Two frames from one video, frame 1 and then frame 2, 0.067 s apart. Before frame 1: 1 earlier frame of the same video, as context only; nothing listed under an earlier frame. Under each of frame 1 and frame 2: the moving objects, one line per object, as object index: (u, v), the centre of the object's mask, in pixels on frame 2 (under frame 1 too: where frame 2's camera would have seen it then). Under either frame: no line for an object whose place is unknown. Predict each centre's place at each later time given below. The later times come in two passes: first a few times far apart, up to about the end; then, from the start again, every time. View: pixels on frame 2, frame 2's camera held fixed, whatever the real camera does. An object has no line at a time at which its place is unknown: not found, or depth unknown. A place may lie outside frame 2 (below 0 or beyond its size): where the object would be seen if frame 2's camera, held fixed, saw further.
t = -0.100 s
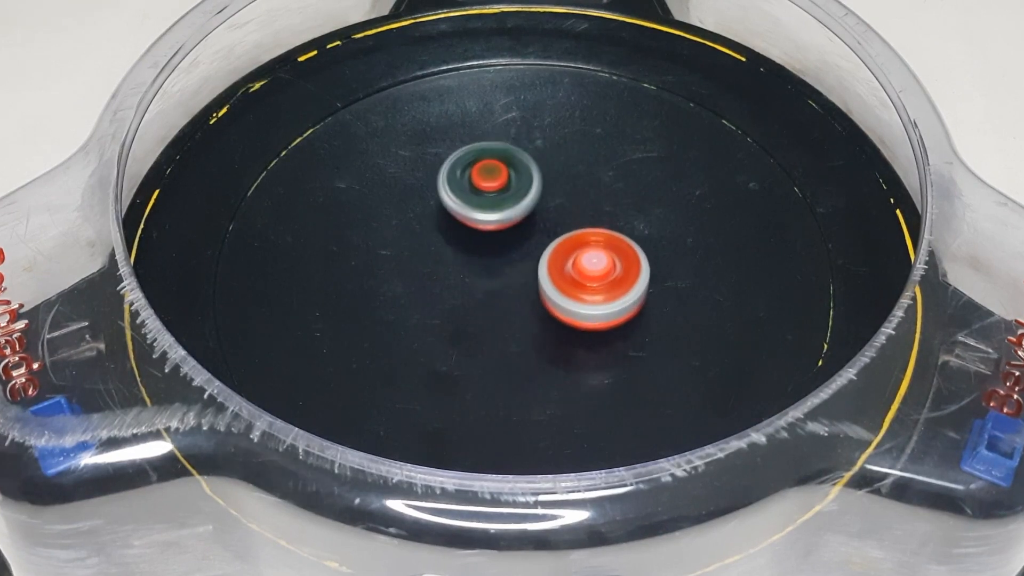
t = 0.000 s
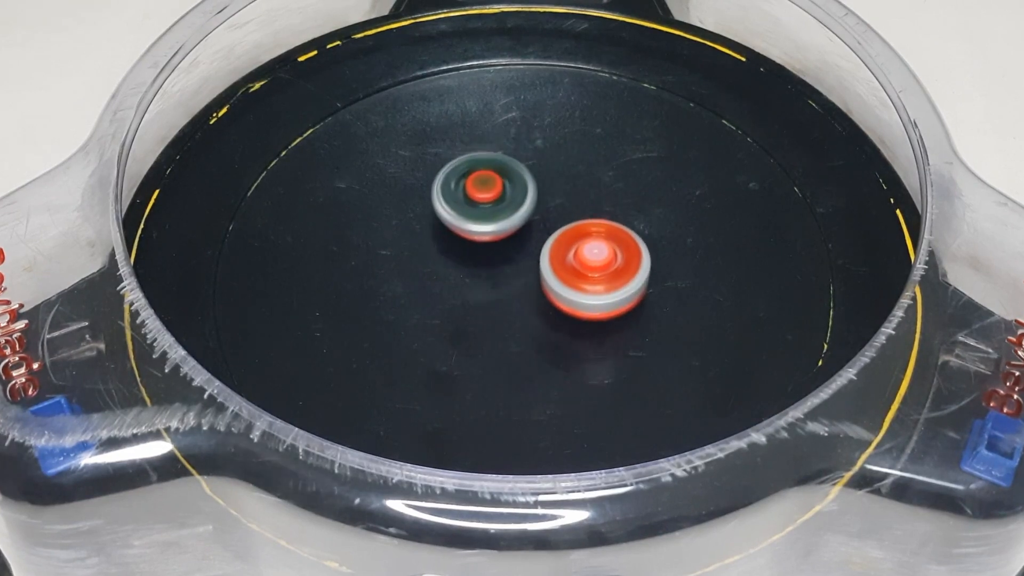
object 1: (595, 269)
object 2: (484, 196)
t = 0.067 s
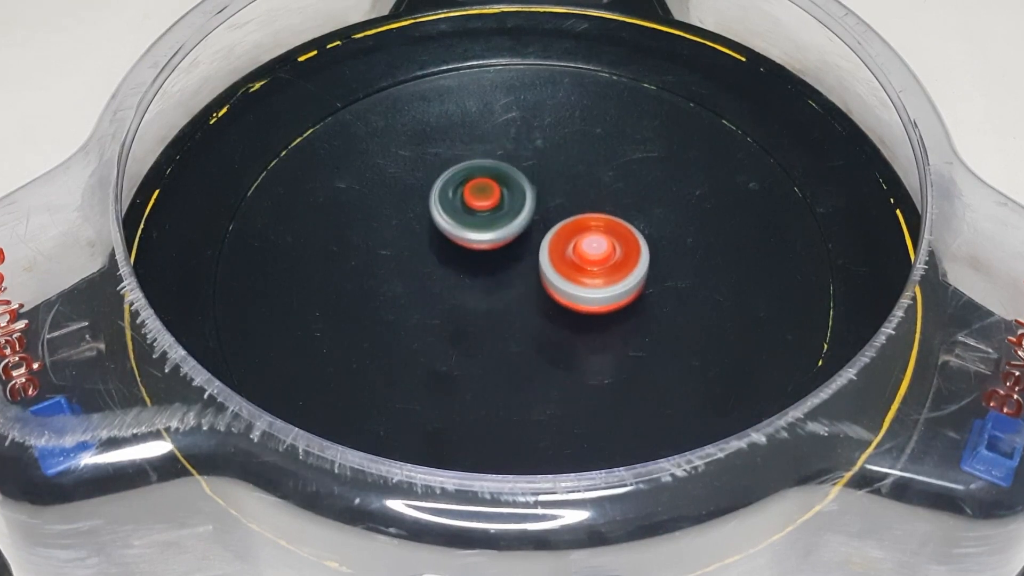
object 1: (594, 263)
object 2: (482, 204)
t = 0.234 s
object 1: (615, 256)
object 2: (451, 211)
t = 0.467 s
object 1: (661, 240)
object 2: (389, 219)
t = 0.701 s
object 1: (635, 222)
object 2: (448, 267)
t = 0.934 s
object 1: (596, 221)
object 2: (486, 280)
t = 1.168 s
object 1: (572, 217)
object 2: (503, 294)
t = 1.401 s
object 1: (577, 151)
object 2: (475, 381)
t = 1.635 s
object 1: (516, 153)
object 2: (536, 360)
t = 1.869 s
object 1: (482, 183)
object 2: (580, 274)
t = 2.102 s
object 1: (440, 196)
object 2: (604, 284)
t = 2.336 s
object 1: (414, 234)
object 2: (635, 284)
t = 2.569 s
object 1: (439, 279)
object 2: (612, 252)
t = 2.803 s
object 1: (493, 301)
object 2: (576, 231)
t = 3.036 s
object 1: (540, 317)
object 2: (551, 197)
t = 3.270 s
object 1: (580, 307)
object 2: (515, 193)
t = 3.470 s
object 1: (594, 290)
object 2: (496, 199)
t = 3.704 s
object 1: (593, 270)
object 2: (488, 210)
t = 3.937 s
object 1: (591, 258)
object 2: (474, 215)
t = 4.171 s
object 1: (622, 252)
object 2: (432, 218)
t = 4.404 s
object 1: (642, 242)
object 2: (401, 236)
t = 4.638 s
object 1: (623, 235)
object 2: (445, 267)
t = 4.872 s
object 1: (589, 237)
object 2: (485, 276)
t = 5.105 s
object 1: (626, 203)
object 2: (401, 313)
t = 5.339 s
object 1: (590, 198)
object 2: (472, 314)
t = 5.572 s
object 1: (548, 210)
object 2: (523, 298)
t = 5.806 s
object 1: (525, 133)
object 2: (519, 416)
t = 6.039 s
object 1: (465, 152)
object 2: (582, 361)
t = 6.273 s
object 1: (452, 190)
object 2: (583, 263)
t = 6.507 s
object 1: (415, 198)
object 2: (605, 260)
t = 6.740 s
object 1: (399, 236)
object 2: (635, 257)
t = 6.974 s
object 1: (426, 274)
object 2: (610, 233)
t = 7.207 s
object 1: (477, 296)
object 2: (578, 219)
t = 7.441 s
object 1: (534, 302)
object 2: (546, 212)
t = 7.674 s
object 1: (581, 305)
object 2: (519, 202)
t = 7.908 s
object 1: (600, 293)
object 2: (503, 206)
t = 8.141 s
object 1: (602, 280)
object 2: (494, 213)
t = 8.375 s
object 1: (595, 266)
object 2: (495, 225)
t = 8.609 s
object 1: (596, 262)
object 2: (477, 229)
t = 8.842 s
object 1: (604, 260)
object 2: (443, 234)
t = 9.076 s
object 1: (591, 252)
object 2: (447, 253)
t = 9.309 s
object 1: (581, 246)
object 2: (445, 268)
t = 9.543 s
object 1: (574, 238)
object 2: (452, 284)
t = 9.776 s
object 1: (574, 220)
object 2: (456, 303)
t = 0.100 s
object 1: (592, 260)
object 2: (482, 208)
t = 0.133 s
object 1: (591, 257)
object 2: (482, 212)
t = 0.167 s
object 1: (589, 254)
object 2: (483, 216)
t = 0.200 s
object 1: (589, 251)
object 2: (481, 219)
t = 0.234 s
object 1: (615, 256)
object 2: (451, 211)
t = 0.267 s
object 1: (636, 260)
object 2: (425, 204)
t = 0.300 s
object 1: (650, 261)
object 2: (405, 200)
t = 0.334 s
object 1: (657, 259)
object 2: (393, 199)
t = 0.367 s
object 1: (661, 254)
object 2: (386, 201)
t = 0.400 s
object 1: (662, 249)
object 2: (384, 205)
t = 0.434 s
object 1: (662, 244)
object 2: (385, 211)
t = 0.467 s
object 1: (661, 240)
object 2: (389, 219)
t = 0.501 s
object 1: (659, 236)
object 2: (395, 227)
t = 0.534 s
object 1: (656, 233)
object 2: (403, 235)
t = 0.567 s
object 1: (653, 230)
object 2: (412, 243)
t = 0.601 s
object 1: (649, 228)
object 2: (422, 250)
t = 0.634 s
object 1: (645, 225)
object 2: (431, 257)
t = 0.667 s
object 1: (640, 224)
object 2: (440, 262)
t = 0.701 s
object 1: (635, 222)
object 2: (448, 267)
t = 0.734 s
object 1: (630, 221)
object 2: (454, 270)
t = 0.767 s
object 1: (625, 221)
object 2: (460, 273)
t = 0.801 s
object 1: (619, 221)
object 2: (465, 275)
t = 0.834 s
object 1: (614, 221)
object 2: (470, 277)
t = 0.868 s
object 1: (608, 221)
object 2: (475, 278)
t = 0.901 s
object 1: (602, 221)
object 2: (480, 279)
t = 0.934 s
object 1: (596, 221)
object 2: (486, 280)
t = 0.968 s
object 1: (590, 222)
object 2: (492, 281)
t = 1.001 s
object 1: (584, 222)
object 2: (498, 281)
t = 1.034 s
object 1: (582, 221)
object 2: (501, 282)
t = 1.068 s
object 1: (582, 217)
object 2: (497, 288)
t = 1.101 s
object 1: (581, 216)
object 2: (496, 292)
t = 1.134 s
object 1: (577, 216)
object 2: (499, 294)
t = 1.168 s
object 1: (572, 217)
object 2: (503, 294)
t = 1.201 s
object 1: (568, 217)
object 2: (509, 295)
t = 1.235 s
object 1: (564, 216)
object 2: (514, 294)
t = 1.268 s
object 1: (563, 210)
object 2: (515, 300)
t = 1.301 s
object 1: (572, 188)
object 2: (501, 327)
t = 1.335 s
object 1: (578, 170)
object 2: (489, 350)
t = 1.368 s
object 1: (580, 158)
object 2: (480, 368)
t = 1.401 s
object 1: (577, 151)
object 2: (475, 381)
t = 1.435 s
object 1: (570, 148)
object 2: (473, 390)
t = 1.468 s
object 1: (562, 146)
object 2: (477, 394)
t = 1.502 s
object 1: (552, 146)
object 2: (485, 393)
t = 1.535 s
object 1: (543, 146)
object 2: (496, 389)
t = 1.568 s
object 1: (533, 147)
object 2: (509, 382)
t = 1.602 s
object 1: (524, 150)
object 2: (523, 372)
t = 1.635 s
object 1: (516, 153)
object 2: (536, 360)
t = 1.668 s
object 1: (508, 156)
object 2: (549, 347)
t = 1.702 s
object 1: (501, 160)
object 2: (560, 333)
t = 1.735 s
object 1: (495, 163)
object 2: (569, 318)
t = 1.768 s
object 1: (491, 168)
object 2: (576, 304)
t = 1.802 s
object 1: (487, 173)
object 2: (580, 292)
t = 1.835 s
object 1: (484, 178)
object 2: (581, 282)
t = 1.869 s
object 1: (482, 183)
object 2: (580, 274)
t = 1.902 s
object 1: (481, 188)
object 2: (578, 269)
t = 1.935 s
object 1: (479, 194)
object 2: (575, 266)
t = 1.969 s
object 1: (478, 199)
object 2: (572, 264)
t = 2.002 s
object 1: (476, 205)
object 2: (568, 262)
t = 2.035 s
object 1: (474, 210)
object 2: (565, 260)
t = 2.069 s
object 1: (456, 202)
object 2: (584, 272)
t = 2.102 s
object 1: (440, 196)
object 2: (604, 284)
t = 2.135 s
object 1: (430, 195)
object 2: (619, 293)
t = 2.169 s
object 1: (424, 198)
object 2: (629, 298)
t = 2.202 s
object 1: (419, 204)
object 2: (635, 299)
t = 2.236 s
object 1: (416, 211)
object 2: (637, 298)
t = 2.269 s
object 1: (414, 219)
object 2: (637, 294)
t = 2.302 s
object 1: (413, 226)
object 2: (636, 289)
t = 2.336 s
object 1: (414, 234)
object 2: (635, 284)
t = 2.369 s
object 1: (415, 241)
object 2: (633, 279)
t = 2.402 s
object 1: (417, 248)
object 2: (631, 274)
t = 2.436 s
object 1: (420, 255)
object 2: (628, 269)
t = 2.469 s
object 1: (424, 262)
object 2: (624, 264)
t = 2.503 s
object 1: (428, 268)
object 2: (621, 259)
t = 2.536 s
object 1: (433, 274)
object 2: (616, 255)
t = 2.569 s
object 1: (439, 279)
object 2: (612, 252)
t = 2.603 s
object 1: (445, 284)
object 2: (608, 248)
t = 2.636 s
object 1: (452, 288)
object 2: (603, 245)
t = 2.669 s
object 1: (460, 292)
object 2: (598, 242)
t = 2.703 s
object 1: (468, 295)
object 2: (593, 239)
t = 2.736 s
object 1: (476, 298)
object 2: (587, 236)
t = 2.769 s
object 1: (484, 300)
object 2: (582, 233)
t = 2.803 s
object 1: (493, 301)
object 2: (576, 231)
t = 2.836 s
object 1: (501, 302)
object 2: (570, 229)
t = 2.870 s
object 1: (509, 303)
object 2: (565, 226)
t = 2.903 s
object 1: (516, 305)
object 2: (561, 222)
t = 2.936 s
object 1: (520, 311)
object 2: (560, 213)
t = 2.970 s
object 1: (525, 315)
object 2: (559, 204)
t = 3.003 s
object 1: (532, 316)
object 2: (555, 200)
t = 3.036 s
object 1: (540, 317)
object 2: (551, 197)
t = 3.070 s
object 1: (547, 317)
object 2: (545, 195)
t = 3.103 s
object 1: (555, 317)
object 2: (540, 193)
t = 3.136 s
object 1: (561, 315)
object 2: (534, 193)
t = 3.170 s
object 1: (567, 314)
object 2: (529, 192)
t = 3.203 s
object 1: (572, 312)
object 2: (524, 192)
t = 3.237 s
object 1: (576, 310)
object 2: (520, 192)
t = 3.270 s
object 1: (580, 307)
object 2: (515, 193)
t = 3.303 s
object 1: (584, 305)
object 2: (511, 193)
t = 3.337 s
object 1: (587, 302)
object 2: (507, 194)
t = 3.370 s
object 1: (590, 299)
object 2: (504, 195)
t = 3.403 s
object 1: (591, 296)
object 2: (501, 196)
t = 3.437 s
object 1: (593, 293)
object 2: (498, 197)
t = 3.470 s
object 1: (594, 290)
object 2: (496, 199)
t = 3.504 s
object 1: (595, 287)
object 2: (494, 200)
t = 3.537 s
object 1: (595, 284)
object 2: (493, 201)
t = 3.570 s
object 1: (595, 281)
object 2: (491, 203)
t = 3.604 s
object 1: (595, 278)
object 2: (490, 204)
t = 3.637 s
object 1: (594, 275)
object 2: (489, 206)
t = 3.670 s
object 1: (593, 272)
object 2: (489, 208)
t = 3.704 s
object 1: (593, 270)
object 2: (488, 210)
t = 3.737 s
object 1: (591, 267)
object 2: (488, 211)
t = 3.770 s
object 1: (590, 264)
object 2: (488, 213)
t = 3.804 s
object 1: (588, 262)
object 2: (488, 215)
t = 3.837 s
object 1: (587, 259)
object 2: (487, 216)
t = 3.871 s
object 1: (591, 260)
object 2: (478, 214)
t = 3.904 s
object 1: (592, 260)
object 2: (475, 214)
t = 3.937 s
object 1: (591, 258)
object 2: (474, 215)
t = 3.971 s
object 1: (591, 256)
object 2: (474, 217)
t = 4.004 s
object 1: (590, 254)
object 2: (474, 219)
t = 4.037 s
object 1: (589, 252)
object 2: (475, 222)
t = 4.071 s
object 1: (587, 251)
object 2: (476, 224)
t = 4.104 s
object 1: (585, 249)
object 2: (477, 226)
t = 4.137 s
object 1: (601, 250)
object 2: (457, 223)
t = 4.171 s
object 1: (622, 252)
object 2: (432, 218)
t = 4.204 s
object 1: (635, 254)
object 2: (413, 215)
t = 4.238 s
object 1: (640, 253)
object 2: (401, 214)
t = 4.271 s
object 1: (643, 251)
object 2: (395, 216)
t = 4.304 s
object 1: (644, 249)
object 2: (393, 220)
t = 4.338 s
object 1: (645, 247)
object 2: (394, 225)
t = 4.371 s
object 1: (644, 244)
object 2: (397, 231)
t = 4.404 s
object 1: (642, 242)
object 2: (401, 236)
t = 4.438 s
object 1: (640, 240)
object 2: (406, 242)
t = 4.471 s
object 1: (638, 239)
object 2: (412, 248)
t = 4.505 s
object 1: (635, 237)
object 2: (418, 253)
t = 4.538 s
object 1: (633, 237)
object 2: (425, 257)
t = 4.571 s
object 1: (630, 236)
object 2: (432, 261)
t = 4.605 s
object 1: (626, 235)
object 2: (438, 264)
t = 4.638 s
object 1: (623, 235)
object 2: (445, 267)
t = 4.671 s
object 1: (619, 235)
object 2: (450, 269)
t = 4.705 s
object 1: (615, 235)
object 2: (455, 271)
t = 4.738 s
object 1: (610, 235)
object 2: (461, 272)
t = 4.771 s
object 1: (605, 235)
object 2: (466, 274)
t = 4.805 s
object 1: (599, 235)
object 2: (472, 275)
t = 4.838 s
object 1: (594, 236)
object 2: (478, 275)
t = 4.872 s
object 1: (589, 237)
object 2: (485, 276)
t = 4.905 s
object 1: (595, 232)
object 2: (478, 280)
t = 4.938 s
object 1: (616, 221)
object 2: (449, 290)
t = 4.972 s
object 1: (630, 214)
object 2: (426, 298)
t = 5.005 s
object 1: (636, 210)
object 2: (409, 304)
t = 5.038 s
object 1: (635, 207)
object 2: (400, 308)
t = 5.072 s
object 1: (630, 205)
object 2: (398, 311)
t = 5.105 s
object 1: (626, 203)
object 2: (401, 313)
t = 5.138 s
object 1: (621, 202)
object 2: (408, 314)
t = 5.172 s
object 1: (616, 200)
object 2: (416, 316)
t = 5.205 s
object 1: (612, 199)
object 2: (427, 317)
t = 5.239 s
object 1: (606, 199)
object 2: (437, 317)
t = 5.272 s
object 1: (601, 198)
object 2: (449, 317)
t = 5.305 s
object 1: (596, 198)
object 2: (461, 316)
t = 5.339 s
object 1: (590, 198)
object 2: (472, 314)
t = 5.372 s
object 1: (584, 199)
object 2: (483, 311)
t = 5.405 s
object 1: (578, 200)
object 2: (493, 309)
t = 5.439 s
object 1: (572, 202)
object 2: (501, 306)
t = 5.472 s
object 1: (566, 203)
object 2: (508, 304)
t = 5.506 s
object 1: (560, 206)
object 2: (514, 302)
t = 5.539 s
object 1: (554, 208)
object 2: (519, 300)
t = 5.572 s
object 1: (548, 210)
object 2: (523, 298)
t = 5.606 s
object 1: (542, 211)
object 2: (528, 295)
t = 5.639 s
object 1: (540, 195)
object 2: (527, 313)
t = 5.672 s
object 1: (541, 170)
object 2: (522, 345)
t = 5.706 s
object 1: (541, 152)
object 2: (518, 372)
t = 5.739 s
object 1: (538, 140)
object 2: (516, 393)
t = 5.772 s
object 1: (533, 135)
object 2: (516, 408)
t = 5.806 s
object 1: (525, 133)
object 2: (519, 416)
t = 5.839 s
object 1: (515, 133)
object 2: (526, 419)
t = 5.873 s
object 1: (506, 135)
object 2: (536, 417)
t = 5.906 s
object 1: (496, 137)
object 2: (547, 411)
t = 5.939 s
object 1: (487, 140)
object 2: (557, 402)
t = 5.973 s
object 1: (479, 143)
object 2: (567, 390)
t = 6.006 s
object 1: (472, 147)
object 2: (575, 376)
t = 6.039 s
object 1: (465, 152)
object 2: (582, 361)
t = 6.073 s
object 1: (460, 157)
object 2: (586, 345)
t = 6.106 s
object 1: (456, 162)
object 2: (590, 329)
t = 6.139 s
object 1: (454, 168)
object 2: (591, 313)
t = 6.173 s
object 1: (452, 174)
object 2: (591, 298)
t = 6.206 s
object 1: (451, 180)
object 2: (590, 284)
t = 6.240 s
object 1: (451, 186)
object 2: (587, 273)
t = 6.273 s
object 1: (452, 190)
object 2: (583, 263)
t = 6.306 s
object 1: (453, 195)
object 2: (578, 256)
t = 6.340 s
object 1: (454, 199)
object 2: (573, 251)
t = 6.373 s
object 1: (455, 203)
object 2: (567, 248)
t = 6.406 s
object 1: (456, 207)
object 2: (562, 245)
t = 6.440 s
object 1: (454, 209)
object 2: (559, 244)
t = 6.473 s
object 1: (431, 202)
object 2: (584, 253)
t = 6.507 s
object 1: (415, 198)
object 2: (605, 260)
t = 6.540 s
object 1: (405, 199)
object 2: (621, 266)
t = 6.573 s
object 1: (401, 203)
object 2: (632, 270)
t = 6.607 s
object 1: (399, 209)
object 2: (638, 271)
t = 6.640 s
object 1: (397, 216)
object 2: (639, 269)
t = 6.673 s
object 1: (397, 223)
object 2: (638, 266)
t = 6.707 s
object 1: (397, 230)
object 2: (637, 262)
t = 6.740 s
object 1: (399, 236)
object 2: (635, 257)
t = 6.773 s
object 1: (402, 243)
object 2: (632, 253)
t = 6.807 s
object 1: (405, 249)
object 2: (629, 249)
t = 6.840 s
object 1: (408, 255)
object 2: (626, 245)
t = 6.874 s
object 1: (412, 260)
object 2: (622, 242)
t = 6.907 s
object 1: (417, 265)
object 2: (618, 239)
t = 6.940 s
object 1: (421, 270)
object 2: (614, 236)
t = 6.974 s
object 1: (426, 274)
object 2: (610, 233)
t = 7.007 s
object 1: (432, 278)
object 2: (606, 231)
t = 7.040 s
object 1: (439, 282)
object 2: (601, 228)
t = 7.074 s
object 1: (446, 286)
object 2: (597, 226)
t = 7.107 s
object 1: (453, 289)
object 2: (592, 224)
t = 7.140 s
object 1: (461, 292)
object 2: (587, 222)
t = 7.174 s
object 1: (469, 295)
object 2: (582, 221)
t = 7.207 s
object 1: (477, 296)
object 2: (578, 219)
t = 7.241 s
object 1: (485, 298)
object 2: (573, 218)
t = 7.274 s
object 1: (494, 299)
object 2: (567, 217)
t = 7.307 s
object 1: (502, 300)
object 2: (563, 216)
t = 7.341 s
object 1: (510, 301)
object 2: (558, 215)
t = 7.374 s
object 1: (519, 301)
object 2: (553, 214)
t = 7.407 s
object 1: (527, 301)
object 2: (549, 213)
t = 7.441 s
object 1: (534, 302)
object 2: (546, 212)
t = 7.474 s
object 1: (542, 302)
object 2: (542, 212)
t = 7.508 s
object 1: (549, 304)
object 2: (538, 209)
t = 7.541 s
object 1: (556, 306)
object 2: (534, 205)
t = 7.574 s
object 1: (563, 307)
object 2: (530, 203)
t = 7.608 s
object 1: (569, 306)
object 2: (527, 203)
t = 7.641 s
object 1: (576, 305)
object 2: (523, 202)
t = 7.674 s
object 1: (581, 305)
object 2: (519, 202)
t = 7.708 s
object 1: (586, 303)
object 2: (516, 202)
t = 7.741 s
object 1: (590, 302)
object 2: (513, 203)
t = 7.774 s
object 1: (593, 300)
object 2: (511, 203)
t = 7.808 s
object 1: (596, 298)
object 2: (508, 204)
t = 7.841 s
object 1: (598, 296)
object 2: (506, 204)
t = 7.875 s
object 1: (599, 294)
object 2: (504, 205)
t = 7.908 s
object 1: (600, 293)
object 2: (503, 206)
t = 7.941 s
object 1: (601, 291)
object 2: (501, 206)
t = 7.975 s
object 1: (601, 289)
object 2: (499, 207)
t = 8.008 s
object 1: (601, 287)
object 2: (498, 208)
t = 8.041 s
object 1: (602, 285)
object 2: (497, 209)
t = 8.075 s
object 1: (602, 283)
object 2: (495, 210)
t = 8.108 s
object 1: (602, 282)
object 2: (494, 212)
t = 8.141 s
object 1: (602, 280)
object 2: (494, 213)
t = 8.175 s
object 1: (602, 278)
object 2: (494, 214)
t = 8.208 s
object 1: (602, 276)
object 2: (493, 216)
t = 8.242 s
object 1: (601, 274)
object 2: (493, 217)
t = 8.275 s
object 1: (600, 272)
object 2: (493, 219)
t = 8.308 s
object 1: (599, 270)
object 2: (493, 221)
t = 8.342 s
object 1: (597, 268)
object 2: (494, 223)
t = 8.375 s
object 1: (595, 266)
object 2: (495, 225)
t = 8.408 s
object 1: (600, 268)
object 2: (487, 222)
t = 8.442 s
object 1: (604, 269)
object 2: (480, 220)
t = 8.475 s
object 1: (603, 268)
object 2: (477, 221)
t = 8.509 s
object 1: (602, 267)
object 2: (477, 223)
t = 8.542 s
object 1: (601, 266)
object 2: (477, 225)
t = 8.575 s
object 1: (599, 264)
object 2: (477, 227)
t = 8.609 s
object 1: (596, 262)
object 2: (477, 229)
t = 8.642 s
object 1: (594, 261)
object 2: (477, 231)
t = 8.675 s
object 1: (591, 260)
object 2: (478, 233)
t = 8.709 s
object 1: (588, 259)
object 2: (479, 236)
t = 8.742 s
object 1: (596, 260)
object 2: (466, 234)
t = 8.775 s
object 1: (603, 261)
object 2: (453, 232)
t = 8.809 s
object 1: (605, 261)
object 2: (446, 232)
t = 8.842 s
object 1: (604, 260)
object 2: (443, 234)
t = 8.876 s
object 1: (604, 259)
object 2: (442, 237)
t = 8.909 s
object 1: (603, 258)
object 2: (442, 240)
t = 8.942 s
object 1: (601, 256)
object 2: (443, 242)
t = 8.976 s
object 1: (599, 255)
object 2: (443, 245)
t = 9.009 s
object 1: (597, 254)
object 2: (444, 248)
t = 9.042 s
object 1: (594, 253)
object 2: (446, 250)
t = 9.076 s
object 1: (591, 252)
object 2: (447, 253)
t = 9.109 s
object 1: (588, 251)
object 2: (449, 255)
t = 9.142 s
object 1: (585, 251)
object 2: (451, 257)
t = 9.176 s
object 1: (581, 250)
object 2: (453, 259)
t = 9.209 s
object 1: (577, 250)
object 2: (455, 261)
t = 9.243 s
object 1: (573, 250)
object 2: (458, 263)
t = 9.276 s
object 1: (571, 249)
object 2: (459, 265)
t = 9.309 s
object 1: (581, 246)
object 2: (445, 268)
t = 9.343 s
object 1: (586, 245)
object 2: (437, 271)
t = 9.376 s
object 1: (585, 244)
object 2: (435, 273)
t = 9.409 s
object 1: (584, 243)
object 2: (436, 275)
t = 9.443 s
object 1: (582, 242)
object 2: (439, 278)
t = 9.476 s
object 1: (580, 240)
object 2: (443, 280)
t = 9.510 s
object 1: (577, 239)
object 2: (447, 282)
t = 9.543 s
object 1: (574, 238)
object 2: (452, 284)
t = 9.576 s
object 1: (571, 237)
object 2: (457, 285)
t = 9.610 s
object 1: (569, 236)
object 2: (462, 286)
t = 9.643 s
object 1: (566, 235)
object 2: (467, 286)
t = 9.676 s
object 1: (563, 234)
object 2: (472, 287)
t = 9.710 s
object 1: (562, 232)
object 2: (476, 288)
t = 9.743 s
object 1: (570, 225)
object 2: (464, 296)
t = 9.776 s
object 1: (574, 220)
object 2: (456, 303)
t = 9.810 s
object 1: (574, 218)
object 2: (455, 307)
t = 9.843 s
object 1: (572, 217)
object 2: (457, 309)
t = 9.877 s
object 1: (570, 215)
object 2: (462, 310)
